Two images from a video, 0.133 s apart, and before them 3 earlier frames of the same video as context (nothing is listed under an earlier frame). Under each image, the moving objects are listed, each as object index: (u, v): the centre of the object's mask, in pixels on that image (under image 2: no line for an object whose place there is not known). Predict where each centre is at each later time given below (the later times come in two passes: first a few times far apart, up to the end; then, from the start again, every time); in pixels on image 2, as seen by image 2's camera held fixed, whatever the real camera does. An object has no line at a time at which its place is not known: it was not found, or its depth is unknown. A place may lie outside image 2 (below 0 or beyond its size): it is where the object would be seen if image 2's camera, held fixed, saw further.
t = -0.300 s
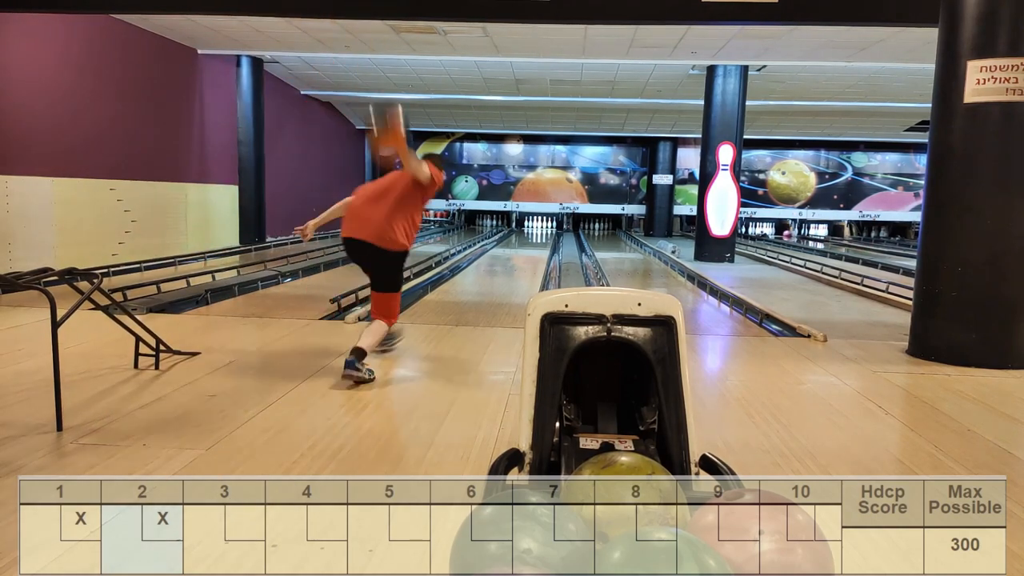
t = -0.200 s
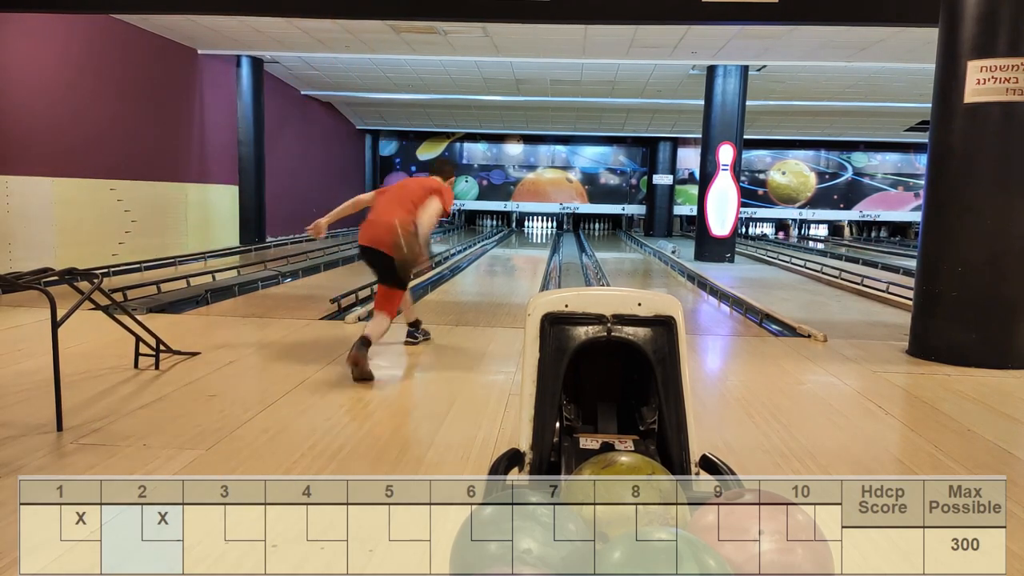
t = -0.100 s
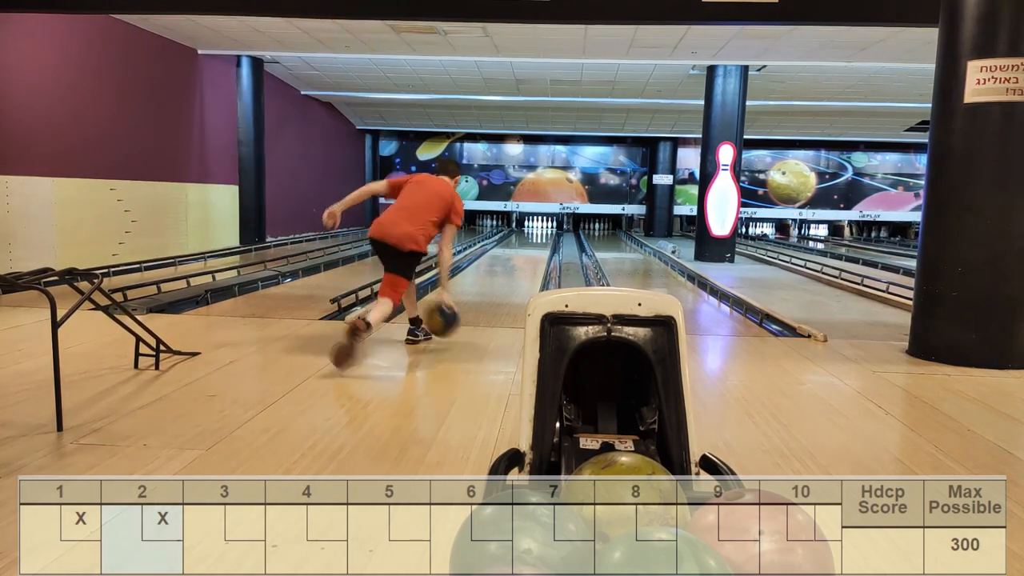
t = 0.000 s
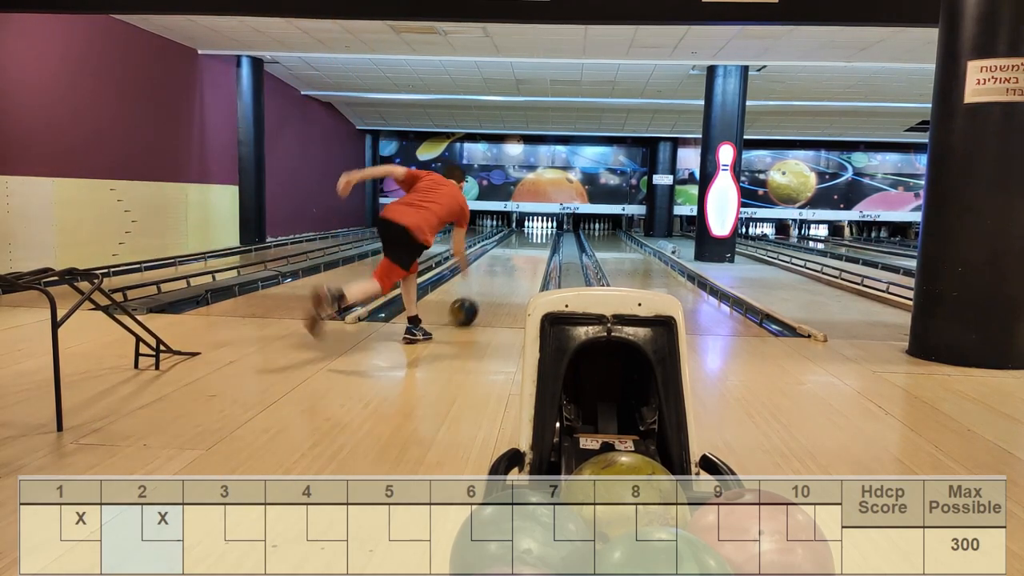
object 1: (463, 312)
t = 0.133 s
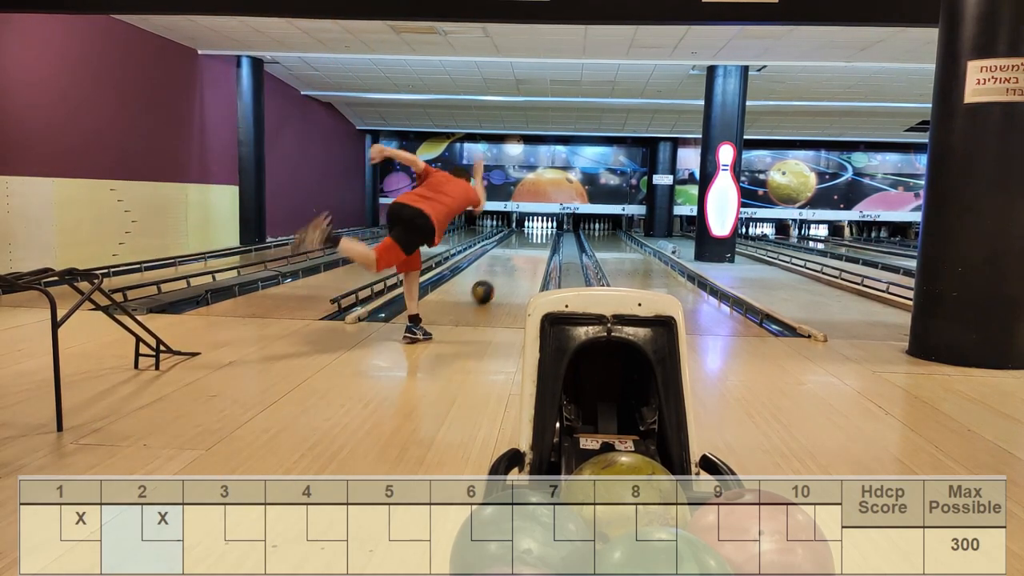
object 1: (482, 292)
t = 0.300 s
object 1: (498, 276)
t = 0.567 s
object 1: (513, 258)
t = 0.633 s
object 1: (516, 255)
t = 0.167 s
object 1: (486, 288)
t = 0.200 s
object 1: (490, 284)
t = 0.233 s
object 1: (493, 281)
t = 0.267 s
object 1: (495, 278)
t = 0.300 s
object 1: (498, 276)
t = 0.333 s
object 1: (501, 273)
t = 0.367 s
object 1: (503, 271)
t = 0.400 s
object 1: (505, 268)
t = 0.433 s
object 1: (507, 266)
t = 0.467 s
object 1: (507, 265)
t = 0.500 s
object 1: (514, 261)
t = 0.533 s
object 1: (512, 260)
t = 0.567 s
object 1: (513, 258)
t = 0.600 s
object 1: (515, 257)
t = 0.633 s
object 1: (516, 255)
